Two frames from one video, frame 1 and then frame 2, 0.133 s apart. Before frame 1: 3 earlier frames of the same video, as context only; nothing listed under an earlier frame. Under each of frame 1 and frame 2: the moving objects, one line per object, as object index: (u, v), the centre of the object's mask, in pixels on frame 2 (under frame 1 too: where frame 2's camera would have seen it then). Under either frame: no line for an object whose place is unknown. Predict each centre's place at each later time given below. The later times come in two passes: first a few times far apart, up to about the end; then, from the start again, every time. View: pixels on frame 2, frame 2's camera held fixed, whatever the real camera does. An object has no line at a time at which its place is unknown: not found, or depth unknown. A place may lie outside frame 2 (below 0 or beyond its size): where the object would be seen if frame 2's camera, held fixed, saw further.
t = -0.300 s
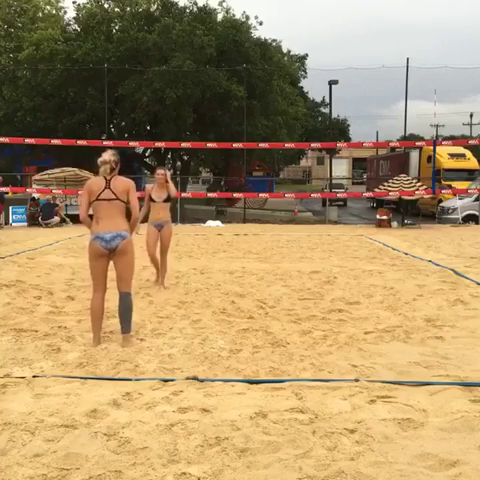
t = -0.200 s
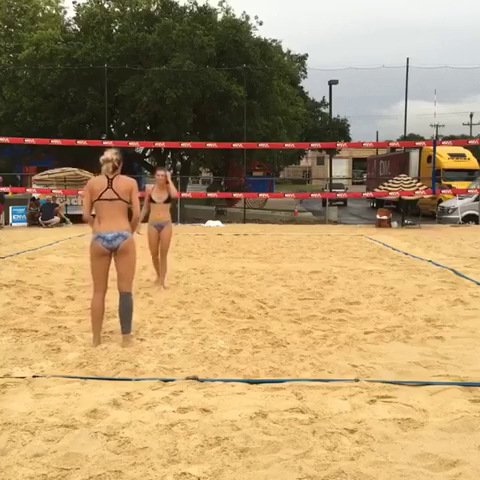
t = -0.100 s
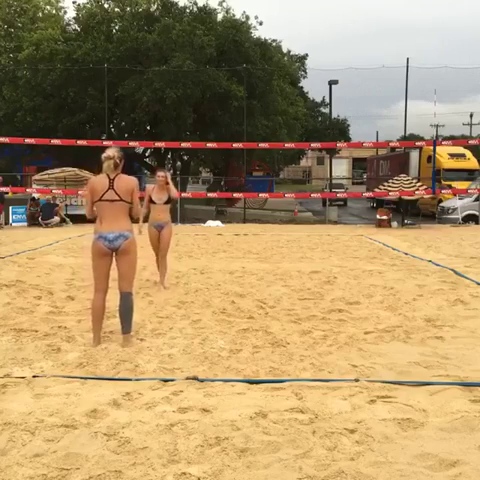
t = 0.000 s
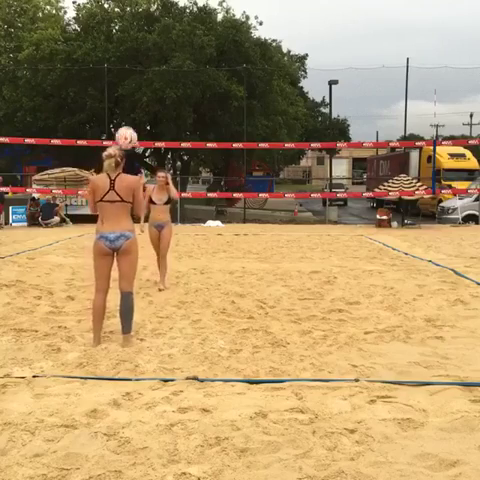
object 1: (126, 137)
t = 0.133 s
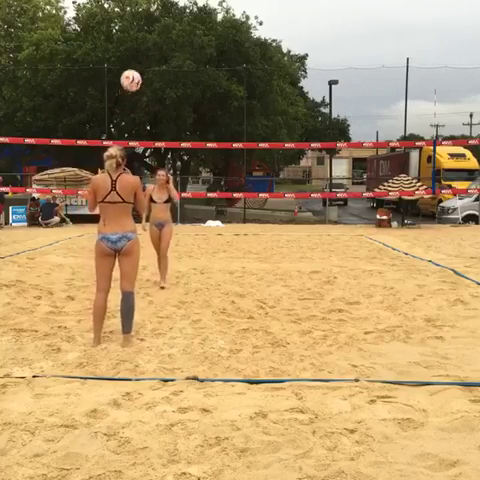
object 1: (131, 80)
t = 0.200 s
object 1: (133, 60)
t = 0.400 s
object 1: (139, 28)
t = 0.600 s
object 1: (144, 32)
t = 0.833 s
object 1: (149, 74)
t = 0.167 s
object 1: (132, 70)
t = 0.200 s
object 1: (133, 60)
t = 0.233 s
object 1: (134, 52)
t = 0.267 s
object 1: (135, 45)
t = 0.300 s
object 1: (136, 39)
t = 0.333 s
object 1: (137, 35)
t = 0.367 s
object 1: (138, 31)
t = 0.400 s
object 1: (139, 28)
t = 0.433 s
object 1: (139, 27)
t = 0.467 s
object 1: (140, 26)
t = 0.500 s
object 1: (141, 26)
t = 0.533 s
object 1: (142, 28)
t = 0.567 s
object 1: (143, 30)
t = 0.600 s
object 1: (144, 32)
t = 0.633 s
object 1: (145, 37)
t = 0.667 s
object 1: (146, 41)
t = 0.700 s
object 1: (146, 46)
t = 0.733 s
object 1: (147, 52)
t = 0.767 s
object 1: (148, 59)
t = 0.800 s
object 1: (148, 66)
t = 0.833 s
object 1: (149, 74)
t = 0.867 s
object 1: (149, 83)
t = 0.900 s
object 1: (150, 92)
